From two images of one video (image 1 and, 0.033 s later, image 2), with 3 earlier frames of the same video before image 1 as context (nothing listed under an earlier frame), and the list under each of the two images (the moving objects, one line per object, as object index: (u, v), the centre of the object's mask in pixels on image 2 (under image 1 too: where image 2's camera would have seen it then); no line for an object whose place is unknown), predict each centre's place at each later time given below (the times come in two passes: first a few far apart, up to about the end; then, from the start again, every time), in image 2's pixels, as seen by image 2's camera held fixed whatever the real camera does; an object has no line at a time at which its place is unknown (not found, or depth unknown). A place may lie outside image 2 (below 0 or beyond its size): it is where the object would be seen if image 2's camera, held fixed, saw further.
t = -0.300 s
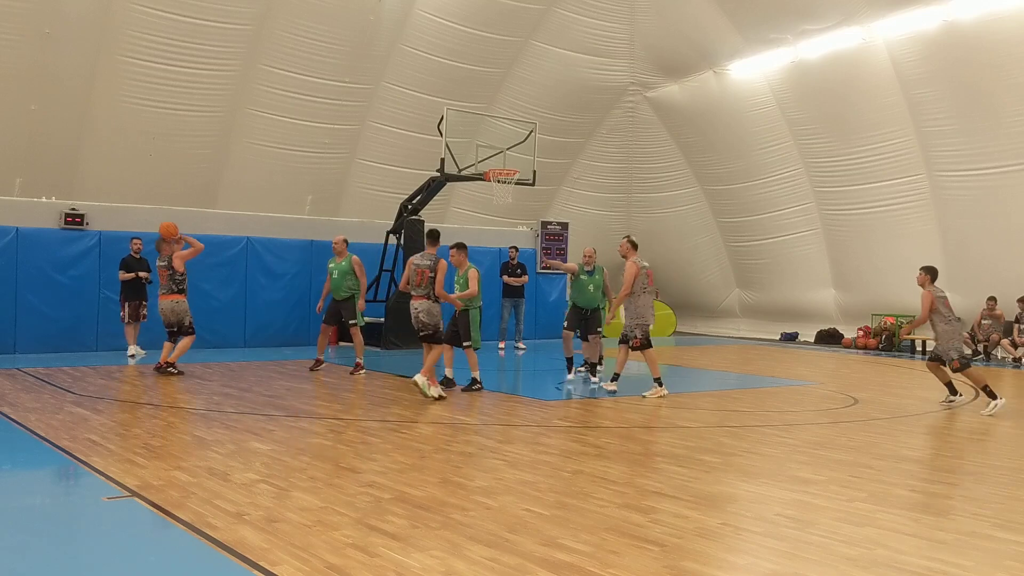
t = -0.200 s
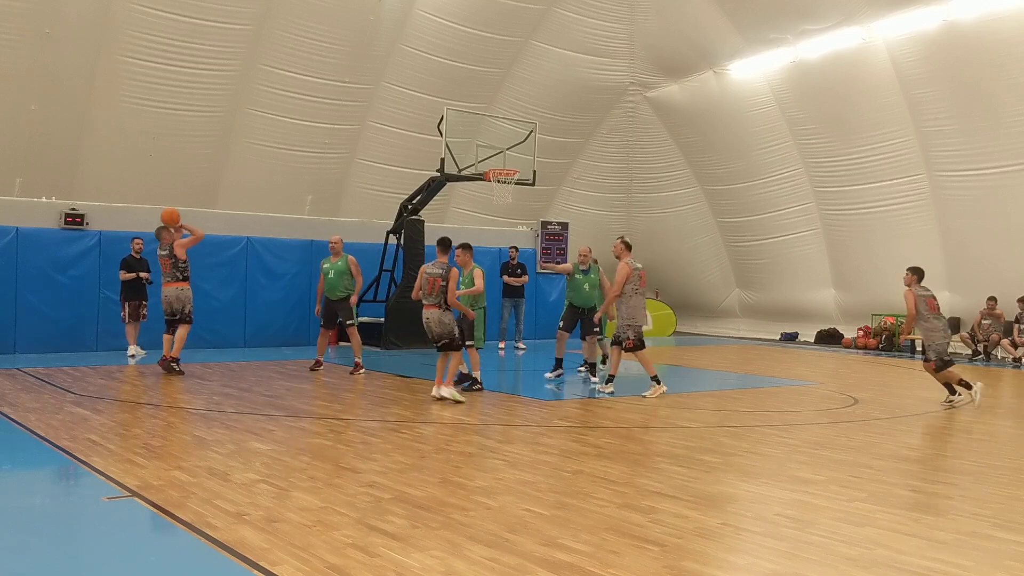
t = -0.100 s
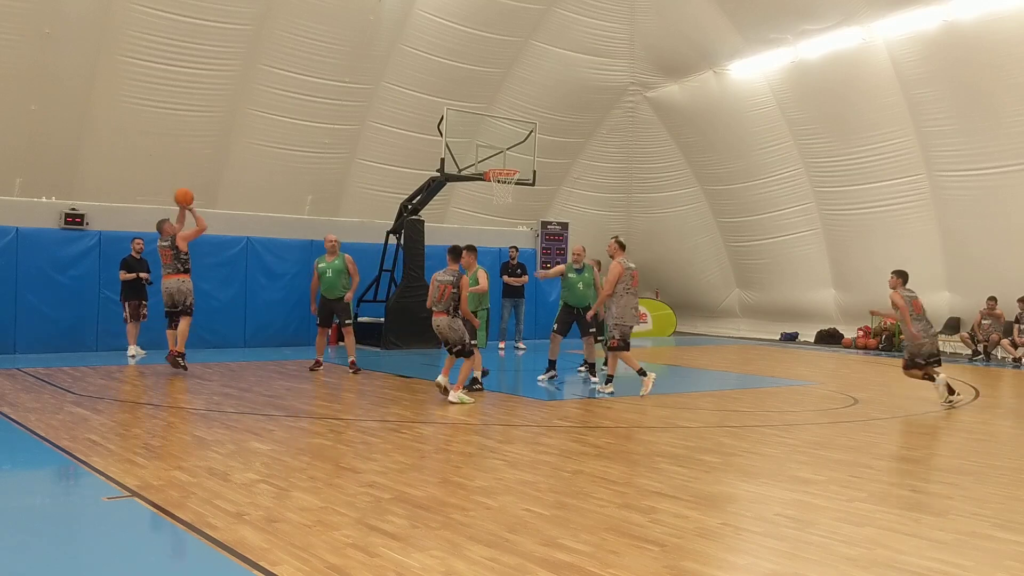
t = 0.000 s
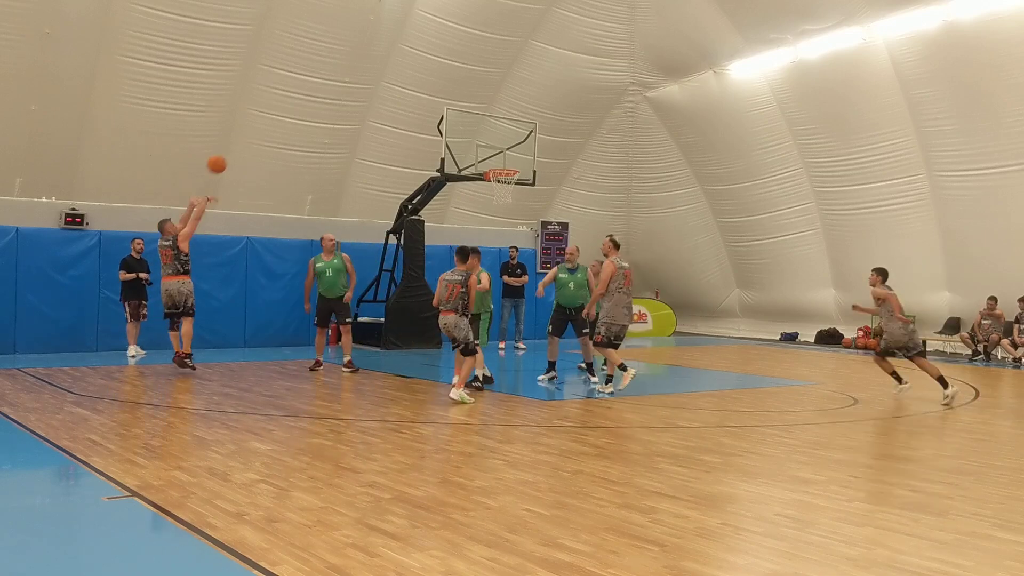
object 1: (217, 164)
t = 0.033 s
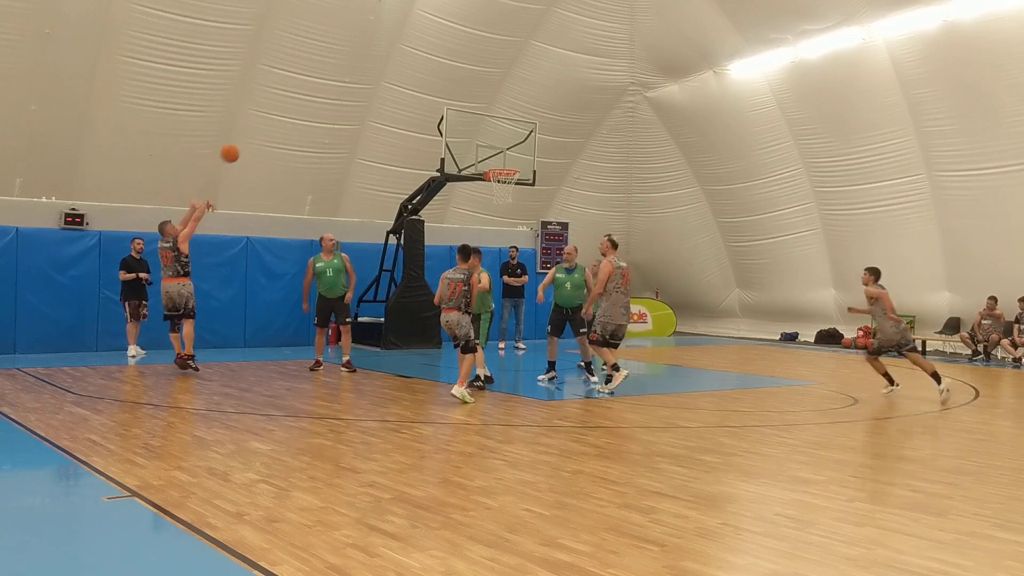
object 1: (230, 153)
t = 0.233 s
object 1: (305, 109)
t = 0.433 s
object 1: (373, 94)
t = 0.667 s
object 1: (445, 111)
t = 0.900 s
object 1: (509, 160)
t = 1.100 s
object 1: (531, 153)
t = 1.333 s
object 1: (552, 172)
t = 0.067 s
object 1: (243, 144)
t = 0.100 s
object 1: (256, 135)
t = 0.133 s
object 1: (268, 127)
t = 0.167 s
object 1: (281, 120)
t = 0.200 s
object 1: (293, 114)
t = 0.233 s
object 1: (305, 109)
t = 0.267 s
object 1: (317, 104)
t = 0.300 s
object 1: (328, 100)
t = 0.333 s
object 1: (340, 97)
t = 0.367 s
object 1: (351, 95)
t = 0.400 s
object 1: (362, 94)
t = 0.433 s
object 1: (373, 94)
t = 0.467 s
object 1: (384, 94)
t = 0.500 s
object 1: (394, 95)
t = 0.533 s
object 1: (405, 96)
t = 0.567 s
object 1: (415, 99)
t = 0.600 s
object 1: (425, 102)
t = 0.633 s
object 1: (435, 106)
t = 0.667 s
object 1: (445, 111)
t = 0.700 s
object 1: (455, 116)
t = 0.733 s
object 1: (464, 122)
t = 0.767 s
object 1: (473, 128)
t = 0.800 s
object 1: (483, 135)
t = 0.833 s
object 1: (492, 143)
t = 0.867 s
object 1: (501, 152)
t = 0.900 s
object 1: (509, 160)
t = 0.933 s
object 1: (514, 161)
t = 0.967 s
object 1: (517, 158)
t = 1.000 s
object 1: (521, 156)
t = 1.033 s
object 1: (524, 154)
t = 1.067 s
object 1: (527, 153)
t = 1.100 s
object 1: (531, 153)
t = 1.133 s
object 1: (534, 154)
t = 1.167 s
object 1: (537, 156)
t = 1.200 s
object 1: (540, 158)
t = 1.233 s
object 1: (544, 160)
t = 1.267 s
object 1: (546, 163)
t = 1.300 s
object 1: (549, 167)
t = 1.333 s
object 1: (552, 172)
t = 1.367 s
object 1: (555, 177)
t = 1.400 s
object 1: (558, 183)
